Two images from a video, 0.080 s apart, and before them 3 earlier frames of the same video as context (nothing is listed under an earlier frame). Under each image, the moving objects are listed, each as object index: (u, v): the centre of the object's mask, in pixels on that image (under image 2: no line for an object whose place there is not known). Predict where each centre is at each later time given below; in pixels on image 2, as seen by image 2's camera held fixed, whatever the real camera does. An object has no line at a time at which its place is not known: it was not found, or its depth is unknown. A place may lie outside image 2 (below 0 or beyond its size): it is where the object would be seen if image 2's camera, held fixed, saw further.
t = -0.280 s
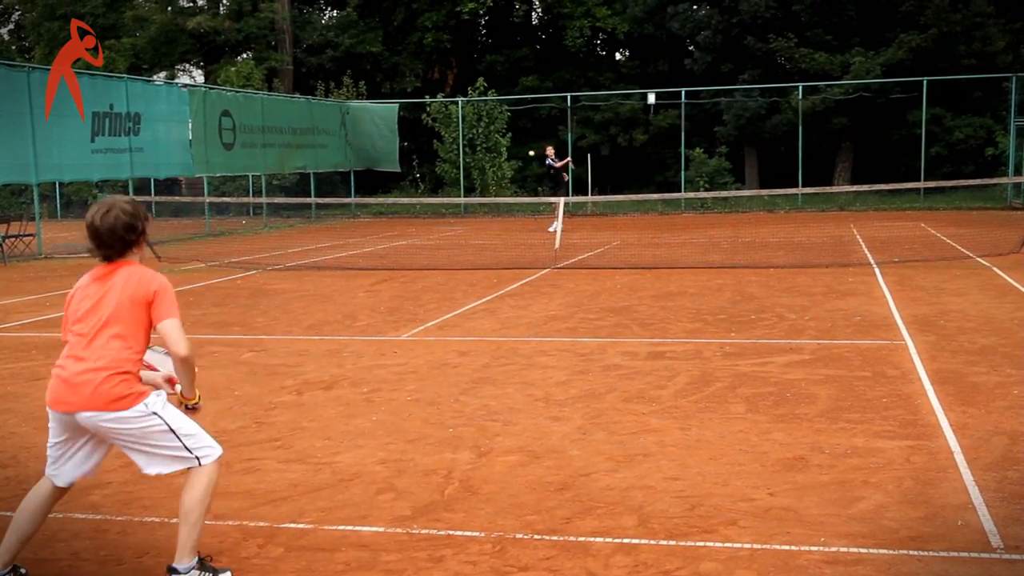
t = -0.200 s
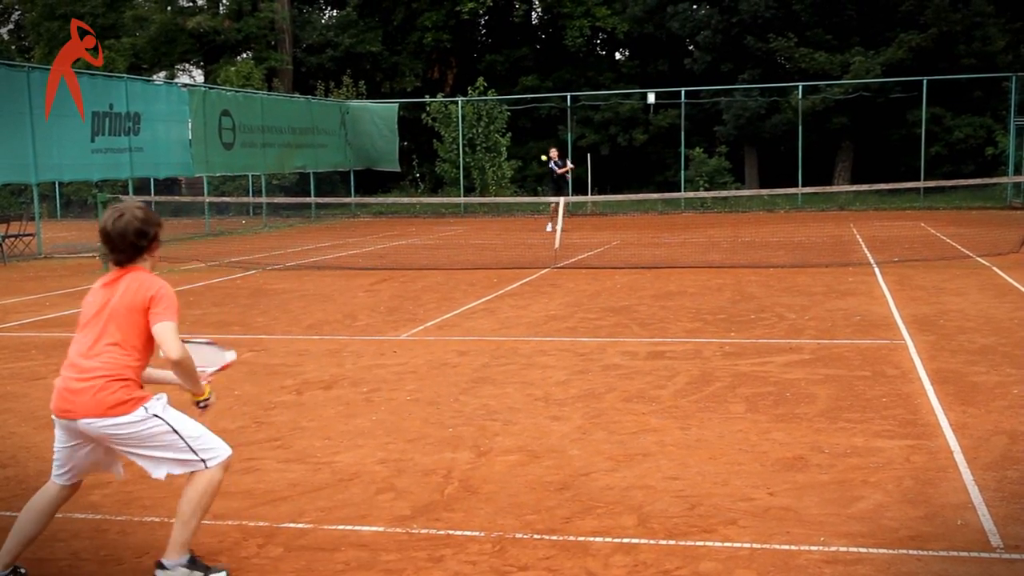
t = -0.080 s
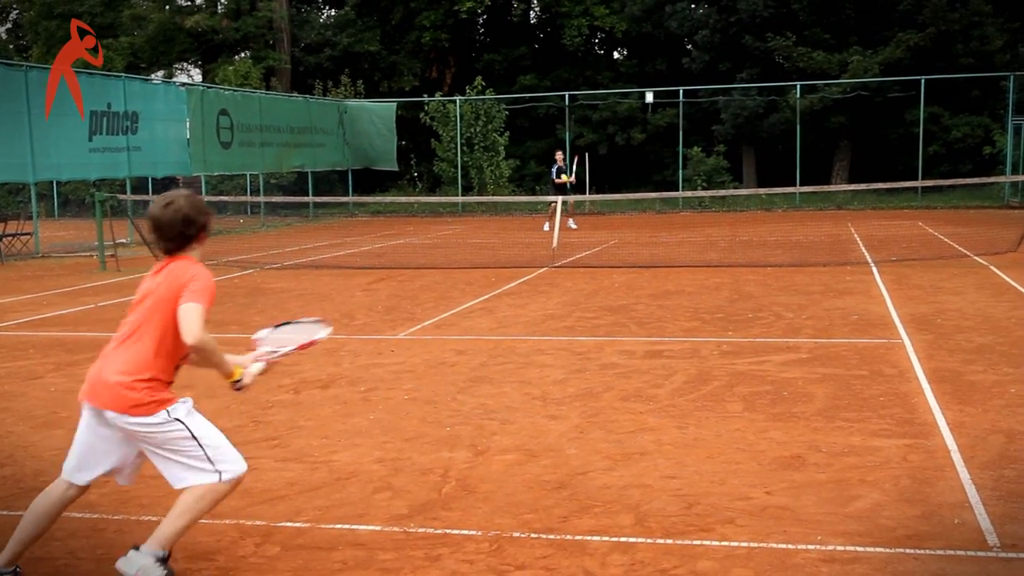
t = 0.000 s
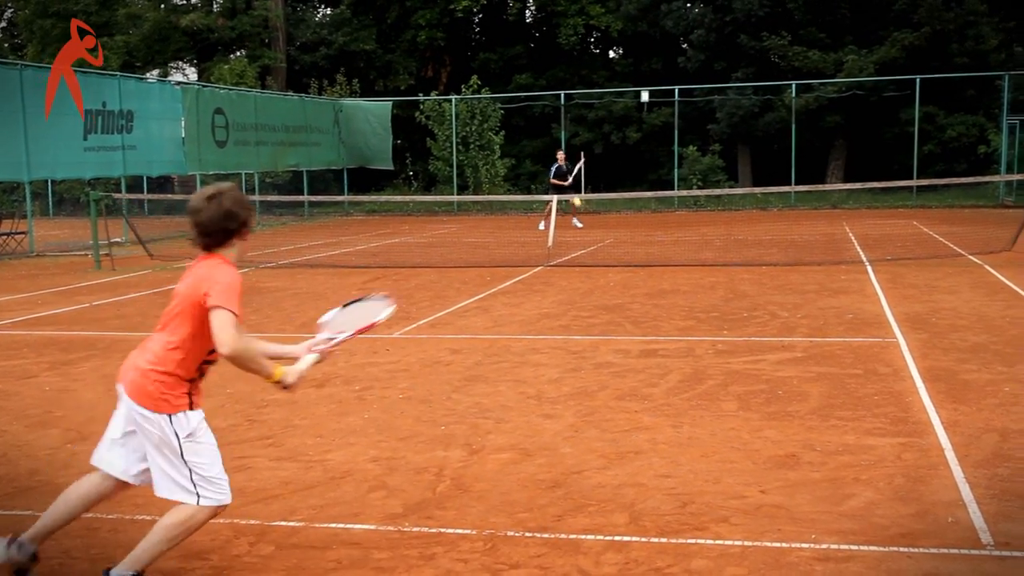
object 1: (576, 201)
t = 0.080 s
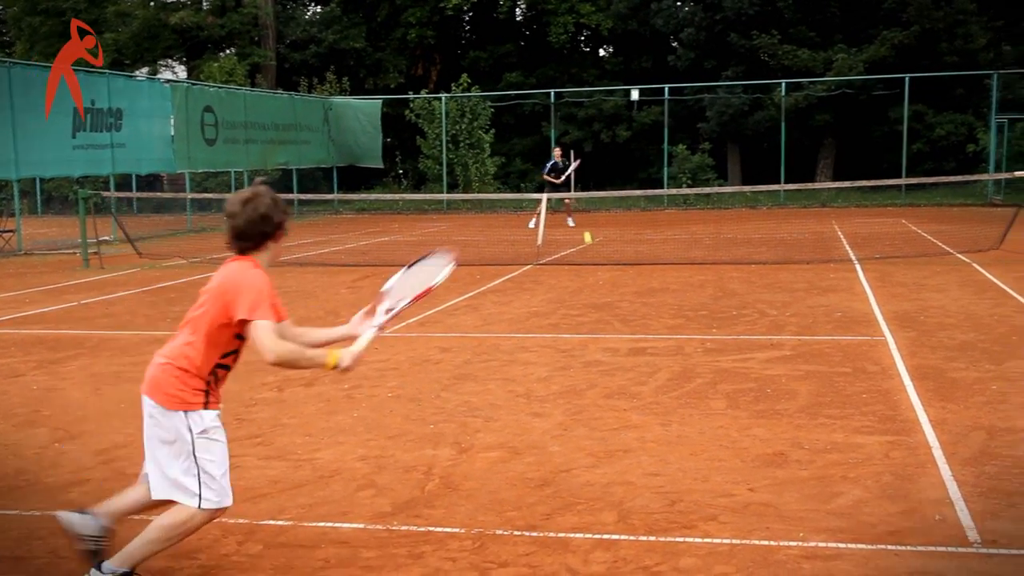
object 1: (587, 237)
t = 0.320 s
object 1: (658, 284)
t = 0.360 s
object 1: (671, 271)
